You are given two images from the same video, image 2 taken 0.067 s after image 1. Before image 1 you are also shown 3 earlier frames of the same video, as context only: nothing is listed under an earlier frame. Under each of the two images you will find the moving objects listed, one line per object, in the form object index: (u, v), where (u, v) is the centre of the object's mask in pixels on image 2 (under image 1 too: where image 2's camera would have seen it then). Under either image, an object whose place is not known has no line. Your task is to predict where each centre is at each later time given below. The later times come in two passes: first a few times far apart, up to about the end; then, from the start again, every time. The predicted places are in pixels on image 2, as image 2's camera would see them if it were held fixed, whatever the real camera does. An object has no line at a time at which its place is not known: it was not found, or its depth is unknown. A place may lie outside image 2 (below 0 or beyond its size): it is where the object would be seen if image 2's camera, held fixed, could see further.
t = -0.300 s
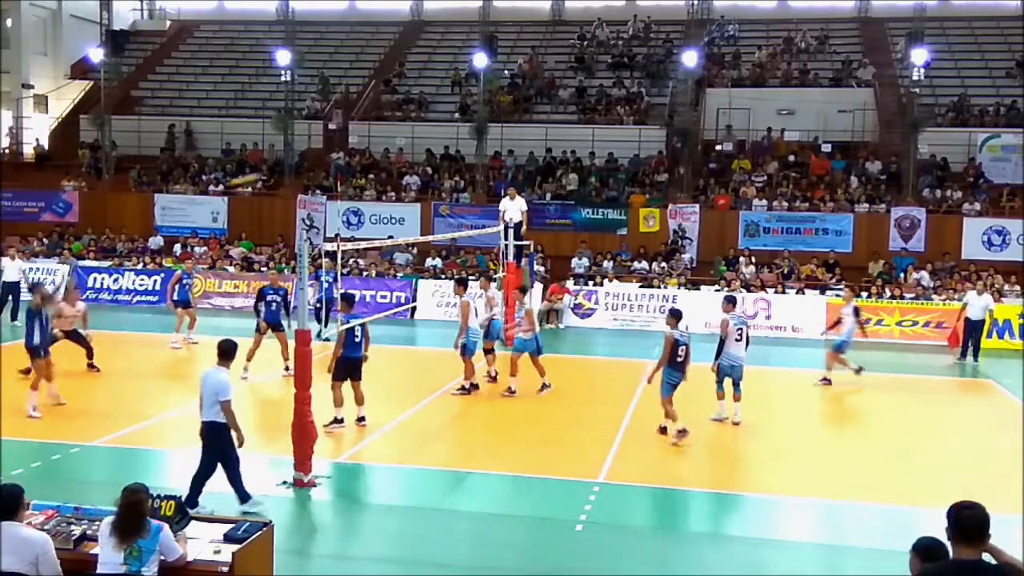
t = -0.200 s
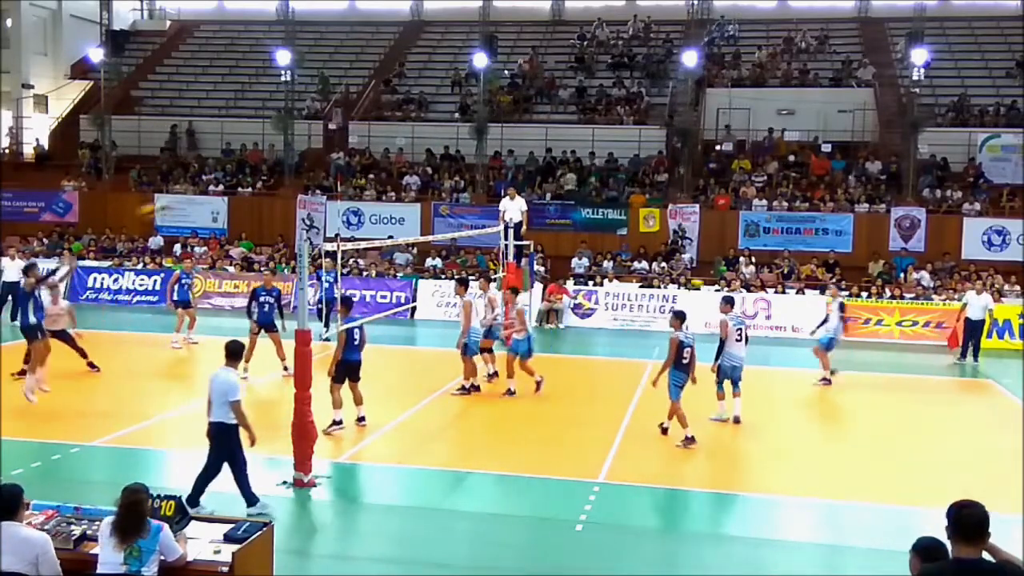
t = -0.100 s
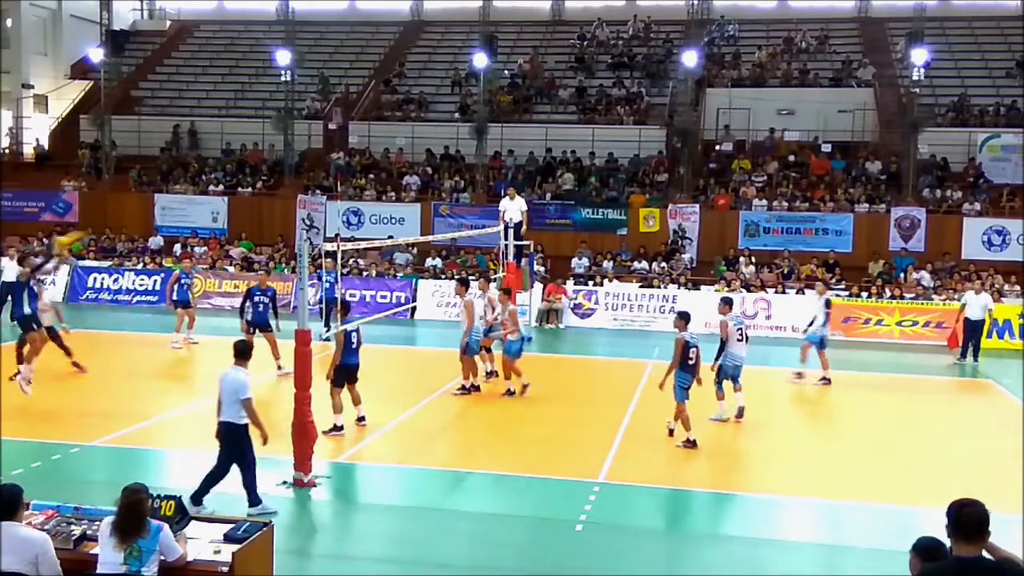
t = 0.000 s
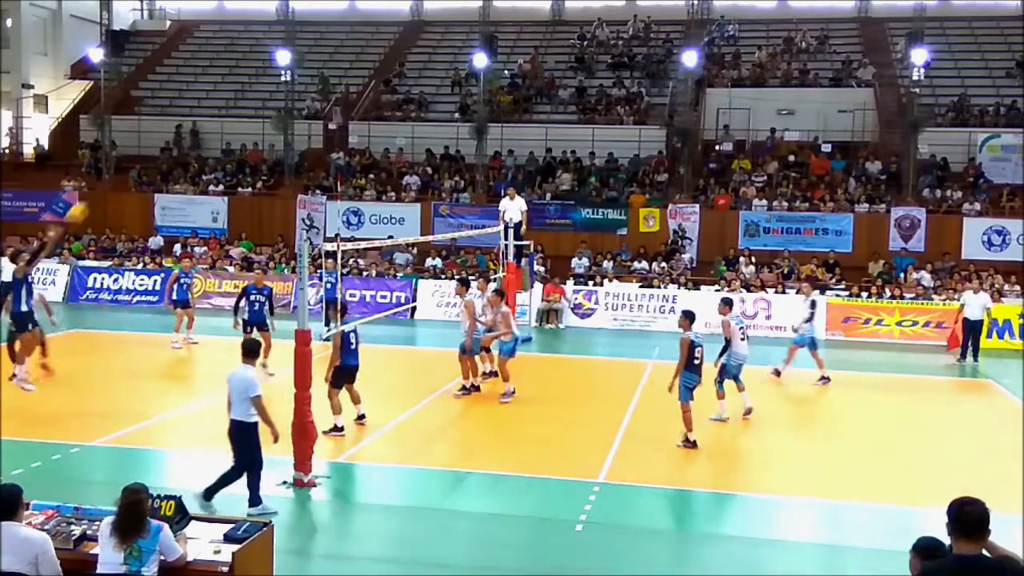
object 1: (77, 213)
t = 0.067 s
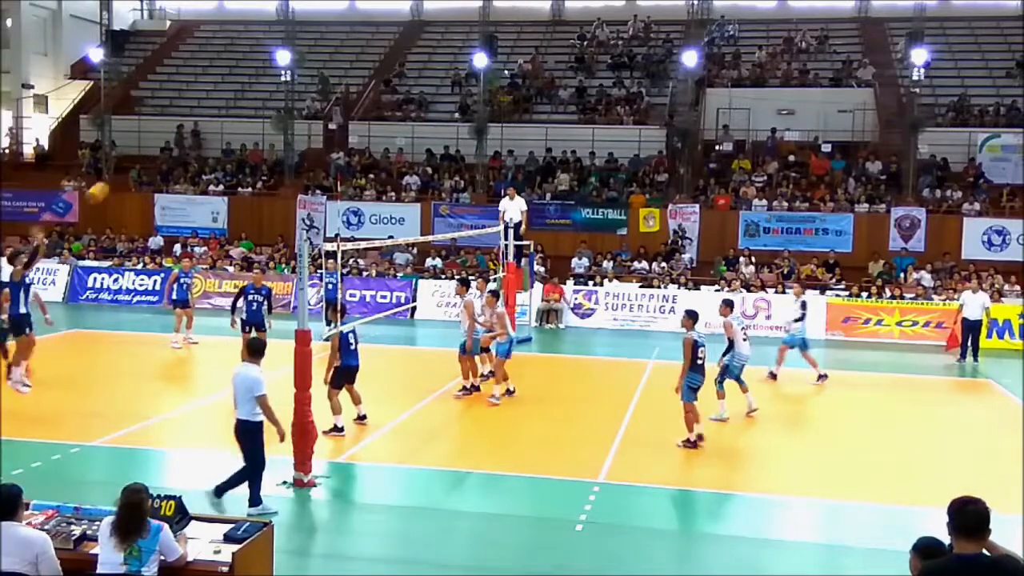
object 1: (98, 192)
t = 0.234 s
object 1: (146, 157)
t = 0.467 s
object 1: (211, 144)
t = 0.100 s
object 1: (107, 183)
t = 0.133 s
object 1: (118, 175)
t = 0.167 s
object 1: (127, 167)
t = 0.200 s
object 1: (136, 162)
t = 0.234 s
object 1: (146, 157)
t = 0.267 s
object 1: (156, 153)
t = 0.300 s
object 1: (166, 149)
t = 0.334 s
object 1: (176, 146)
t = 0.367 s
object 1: (185, 144)
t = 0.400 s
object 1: (194, 144)
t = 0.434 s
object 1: (203, 143)
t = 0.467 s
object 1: (211, 144)
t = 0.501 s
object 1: (221, 145)
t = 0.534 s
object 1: (229, 146)
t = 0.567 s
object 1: (239, 148)
